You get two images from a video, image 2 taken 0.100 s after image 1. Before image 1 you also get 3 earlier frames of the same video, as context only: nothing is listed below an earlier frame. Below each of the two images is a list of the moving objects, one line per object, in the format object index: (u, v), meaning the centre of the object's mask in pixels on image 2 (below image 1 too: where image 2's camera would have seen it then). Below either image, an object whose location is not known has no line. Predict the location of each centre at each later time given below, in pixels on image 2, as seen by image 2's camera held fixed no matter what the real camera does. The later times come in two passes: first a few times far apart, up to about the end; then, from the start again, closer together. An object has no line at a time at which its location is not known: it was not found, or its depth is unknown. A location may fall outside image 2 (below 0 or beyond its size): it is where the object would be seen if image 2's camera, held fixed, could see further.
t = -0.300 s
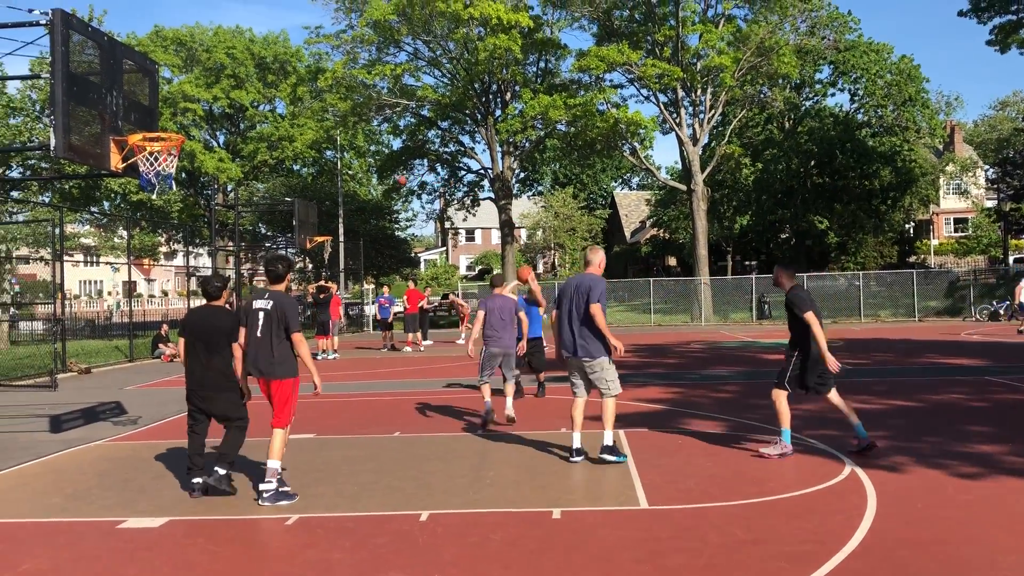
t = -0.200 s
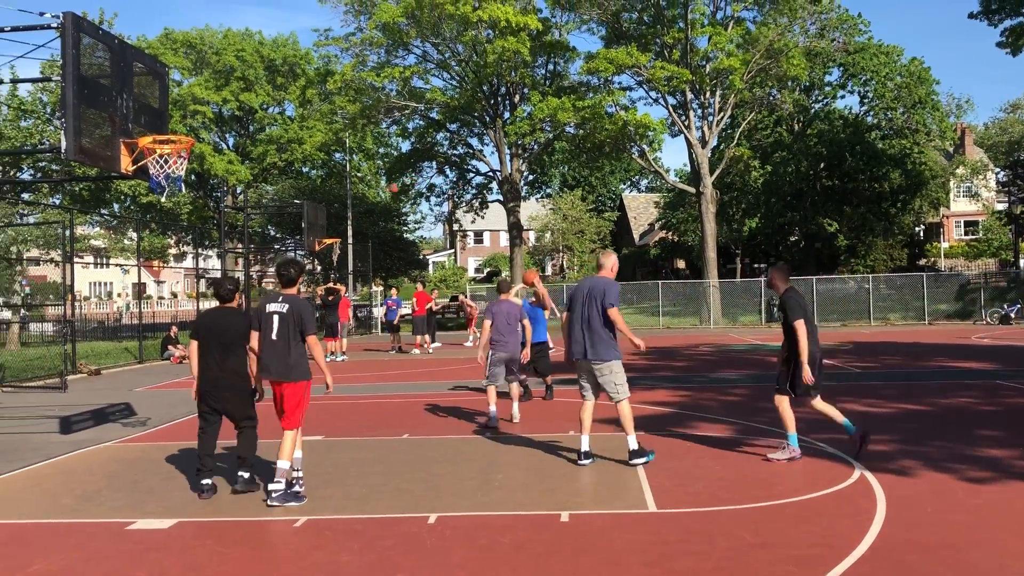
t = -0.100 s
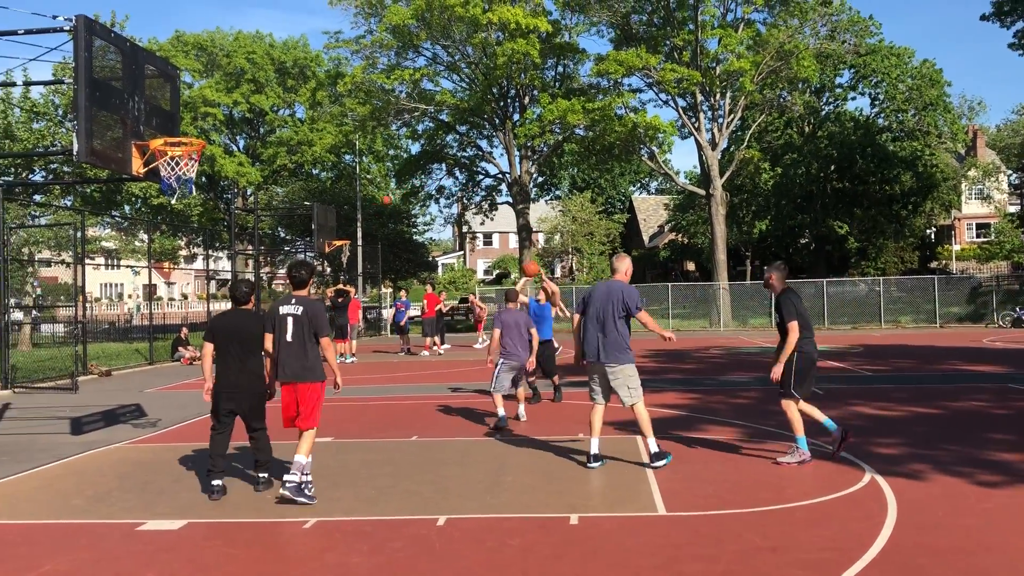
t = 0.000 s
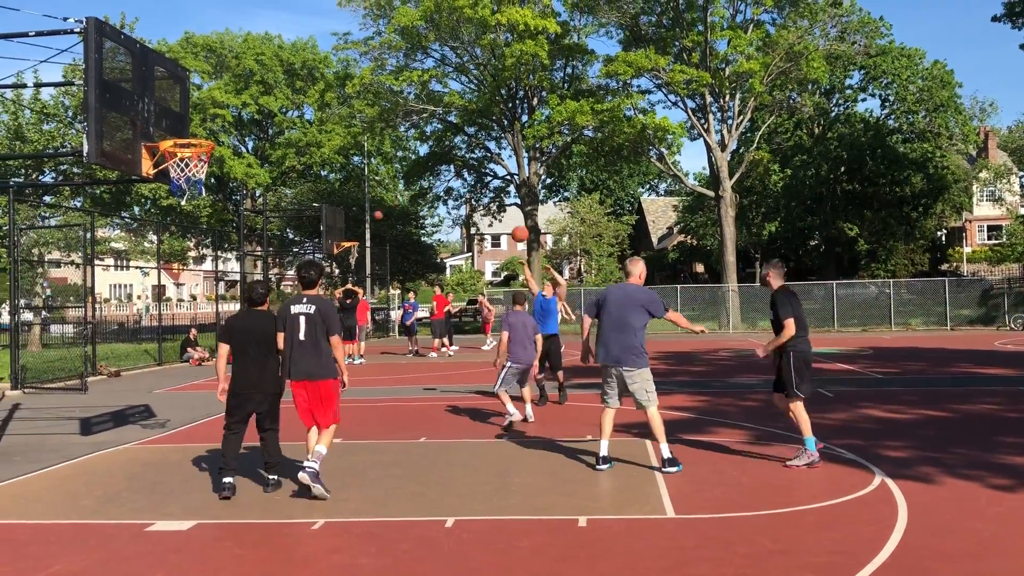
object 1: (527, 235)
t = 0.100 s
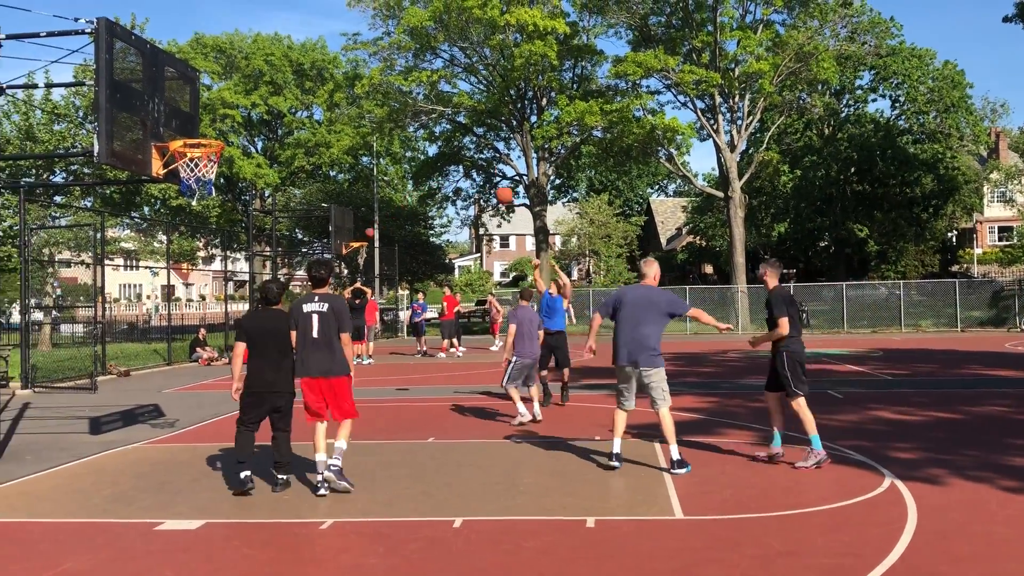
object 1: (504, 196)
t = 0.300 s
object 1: (453, 130)
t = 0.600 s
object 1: (358, 79)
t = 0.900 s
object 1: (234, 106)
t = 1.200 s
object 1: (199, 81)
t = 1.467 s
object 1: (167, 25)
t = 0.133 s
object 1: (497, 183)
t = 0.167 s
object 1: (488, 171)
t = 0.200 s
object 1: (479, 160)
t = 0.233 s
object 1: (471, 150)
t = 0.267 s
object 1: (462, 139)
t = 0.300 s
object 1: (453, 130)
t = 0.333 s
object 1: (444, 122)
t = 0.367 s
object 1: (434, 114)
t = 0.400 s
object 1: (424, 106)
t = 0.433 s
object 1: (414, 99)
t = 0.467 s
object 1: (403, 95)
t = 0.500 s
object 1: (392, 90)
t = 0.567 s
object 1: (370, 82)
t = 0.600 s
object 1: (358, 79)
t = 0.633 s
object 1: (346, 79)
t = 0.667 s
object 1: (334, 77)
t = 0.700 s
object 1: (320, 78)
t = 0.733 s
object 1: (307, 80)
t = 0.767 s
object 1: (294, 82)
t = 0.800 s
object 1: (280, 86)
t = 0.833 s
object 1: (265, 91)
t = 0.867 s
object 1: (251, 98)
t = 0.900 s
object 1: (234, 106)
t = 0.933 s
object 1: (218, 115)
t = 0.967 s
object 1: (201, 125)
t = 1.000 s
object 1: (187, 131)
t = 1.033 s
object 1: (202, 139)
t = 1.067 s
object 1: (212, 131)
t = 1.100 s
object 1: (208, 120)
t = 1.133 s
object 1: (206, 105)
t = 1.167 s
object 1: (202, 92)
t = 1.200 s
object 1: (199, 81)
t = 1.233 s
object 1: (195, 70)
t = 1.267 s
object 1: (192, 59)
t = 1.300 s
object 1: (189, 50)
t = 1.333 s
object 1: (185, 44)
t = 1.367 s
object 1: (180, 38)
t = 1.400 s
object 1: (176, 33)
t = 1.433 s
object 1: (171, 29)
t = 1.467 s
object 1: (167, 25)
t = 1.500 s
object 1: (164, 24)
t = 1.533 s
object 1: (160, 23)
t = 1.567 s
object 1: (156, 24)
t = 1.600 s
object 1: (153, 25)
